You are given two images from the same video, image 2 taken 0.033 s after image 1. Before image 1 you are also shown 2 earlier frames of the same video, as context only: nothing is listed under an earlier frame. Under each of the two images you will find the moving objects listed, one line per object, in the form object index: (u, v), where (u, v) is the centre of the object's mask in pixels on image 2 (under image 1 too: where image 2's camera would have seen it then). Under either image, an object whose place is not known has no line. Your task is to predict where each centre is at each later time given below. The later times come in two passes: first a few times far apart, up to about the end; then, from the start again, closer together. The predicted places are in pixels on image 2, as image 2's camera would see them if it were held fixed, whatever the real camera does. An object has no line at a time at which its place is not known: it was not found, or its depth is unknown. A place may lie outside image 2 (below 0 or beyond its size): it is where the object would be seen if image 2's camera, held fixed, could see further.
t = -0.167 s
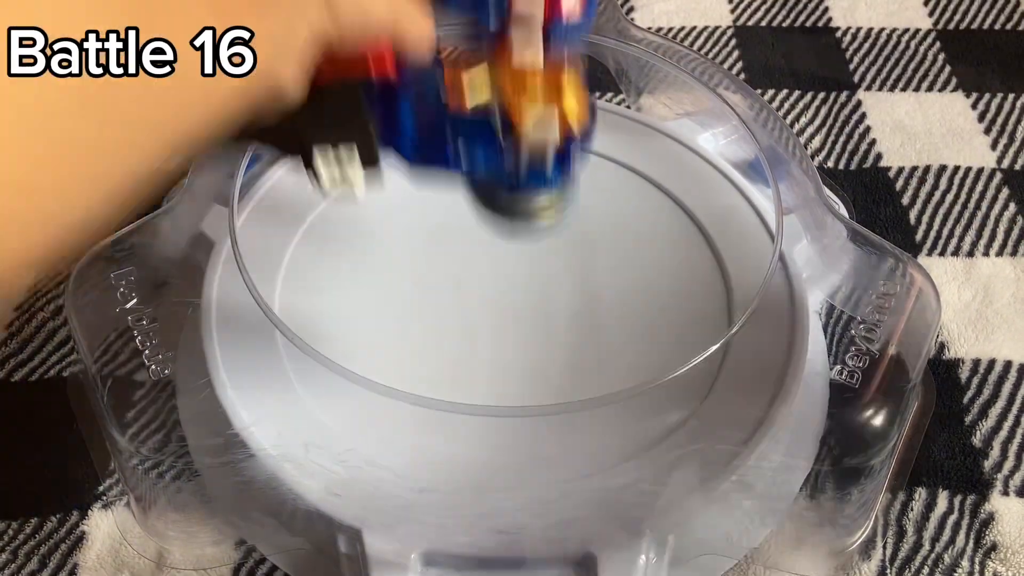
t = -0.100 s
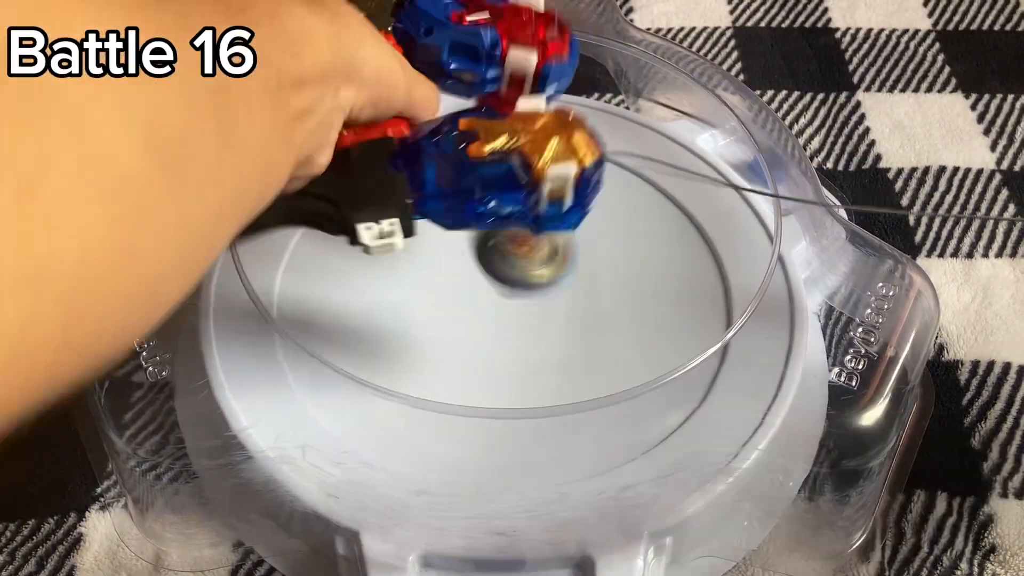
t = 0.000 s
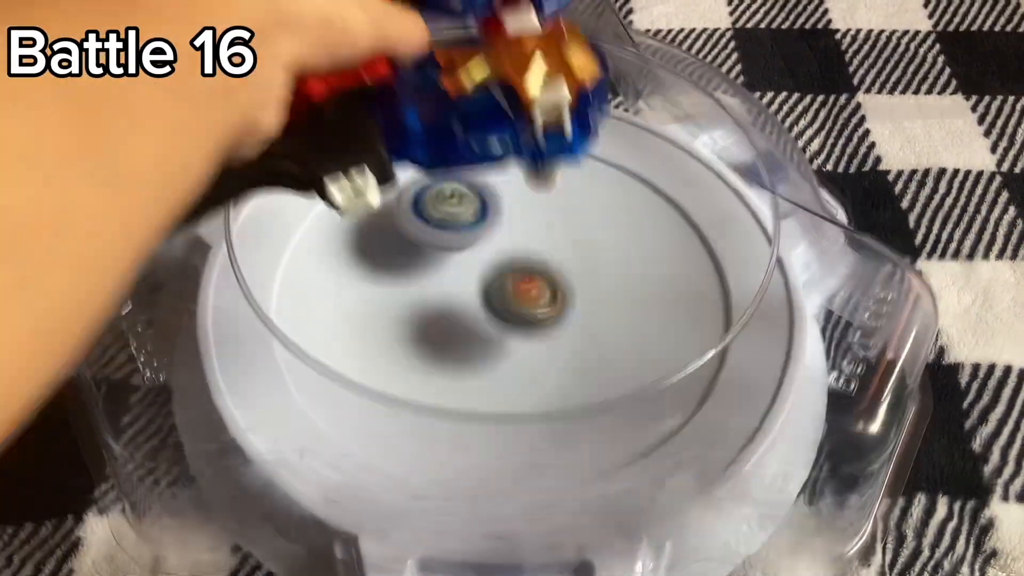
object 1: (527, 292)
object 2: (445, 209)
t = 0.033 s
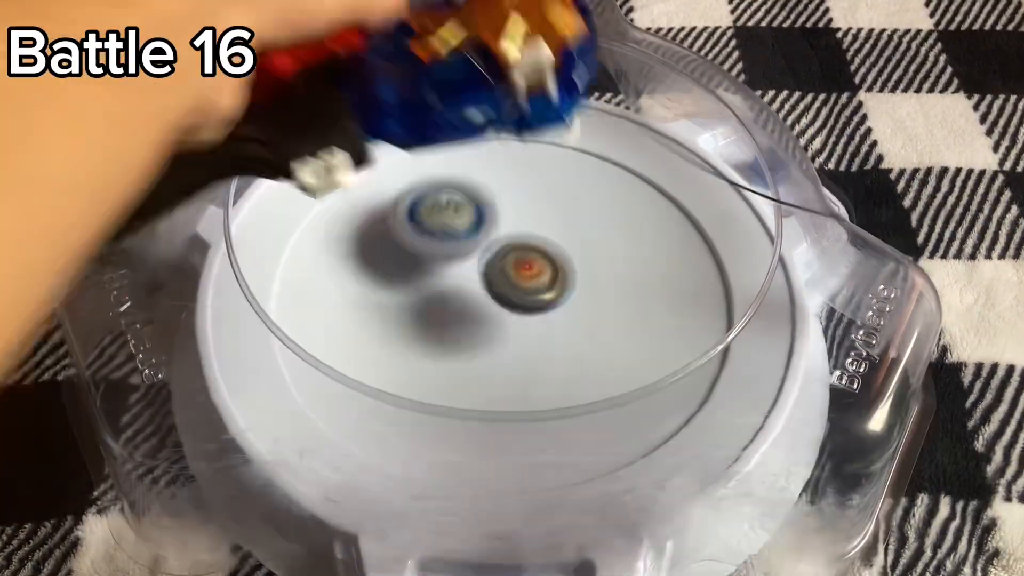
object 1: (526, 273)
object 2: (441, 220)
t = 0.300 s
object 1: (733, 203)
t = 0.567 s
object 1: (670, 169)
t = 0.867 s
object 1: (316, 354)
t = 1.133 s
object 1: (484, 355)
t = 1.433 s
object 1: (686, 219)
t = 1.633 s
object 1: (530, 182)
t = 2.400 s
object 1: (660, 227)
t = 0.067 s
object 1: (527, 267)
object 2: (440, 232)
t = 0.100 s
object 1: (574, 266)
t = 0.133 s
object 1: (630, 247)
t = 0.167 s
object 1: (678, 234)
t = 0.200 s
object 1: (720, 217)
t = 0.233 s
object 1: (737, 202)
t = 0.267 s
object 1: (741, 203)
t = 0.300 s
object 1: (733, 203)
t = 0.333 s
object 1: (720, 206)
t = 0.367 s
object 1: (701, 211)
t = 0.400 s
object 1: (673, 221)
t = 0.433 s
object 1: (643, 227)
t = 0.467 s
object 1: (607, 237)
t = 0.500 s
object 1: (574, 245)
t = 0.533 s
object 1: (579, 232)
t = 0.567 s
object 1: (670, 169)
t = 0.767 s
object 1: (436, 290)
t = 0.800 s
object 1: (393, 311)
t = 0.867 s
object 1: (316, 354)
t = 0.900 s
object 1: (290, 367)
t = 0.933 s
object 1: (298, 375)
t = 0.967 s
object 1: (311, 384)
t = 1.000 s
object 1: (337, 380)
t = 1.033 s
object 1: (373, 374)
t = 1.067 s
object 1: (406, 366)
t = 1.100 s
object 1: (442, 365)
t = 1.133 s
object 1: (484, 355)
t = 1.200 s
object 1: (567, 338)
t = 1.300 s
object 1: (663, 294)
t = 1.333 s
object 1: (680, 274)
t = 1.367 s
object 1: (690, 256)
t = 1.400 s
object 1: (692, 238)
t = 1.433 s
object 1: (686, 219)
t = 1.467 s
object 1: (673, 204)
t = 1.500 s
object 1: (654, 191)
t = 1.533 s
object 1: (629, 183)
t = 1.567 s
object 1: (599, 180)
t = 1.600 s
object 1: (566, 180)
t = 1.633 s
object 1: (530, 182)
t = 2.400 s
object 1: (660, 227)
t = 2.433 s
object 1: (636, 199)
